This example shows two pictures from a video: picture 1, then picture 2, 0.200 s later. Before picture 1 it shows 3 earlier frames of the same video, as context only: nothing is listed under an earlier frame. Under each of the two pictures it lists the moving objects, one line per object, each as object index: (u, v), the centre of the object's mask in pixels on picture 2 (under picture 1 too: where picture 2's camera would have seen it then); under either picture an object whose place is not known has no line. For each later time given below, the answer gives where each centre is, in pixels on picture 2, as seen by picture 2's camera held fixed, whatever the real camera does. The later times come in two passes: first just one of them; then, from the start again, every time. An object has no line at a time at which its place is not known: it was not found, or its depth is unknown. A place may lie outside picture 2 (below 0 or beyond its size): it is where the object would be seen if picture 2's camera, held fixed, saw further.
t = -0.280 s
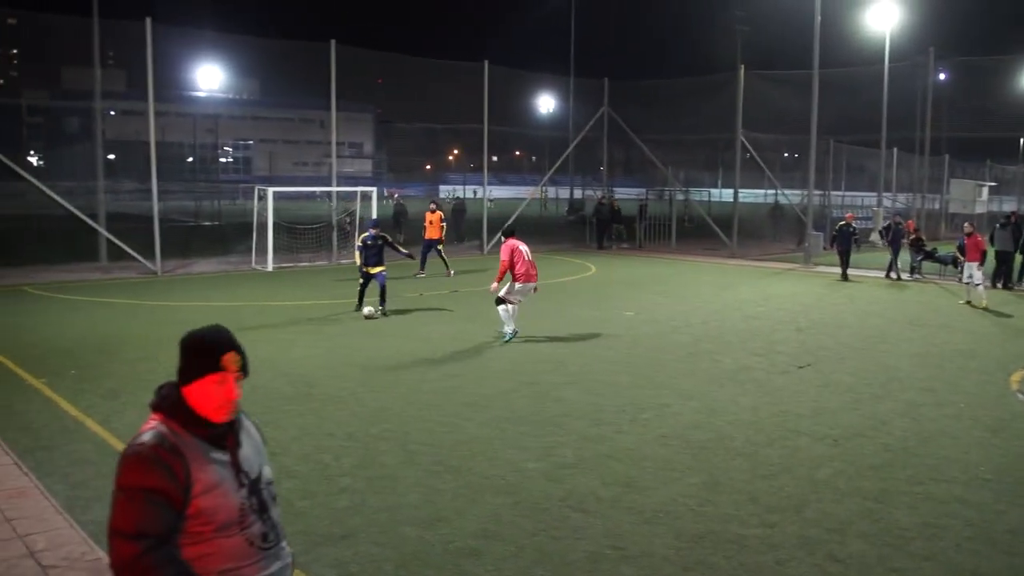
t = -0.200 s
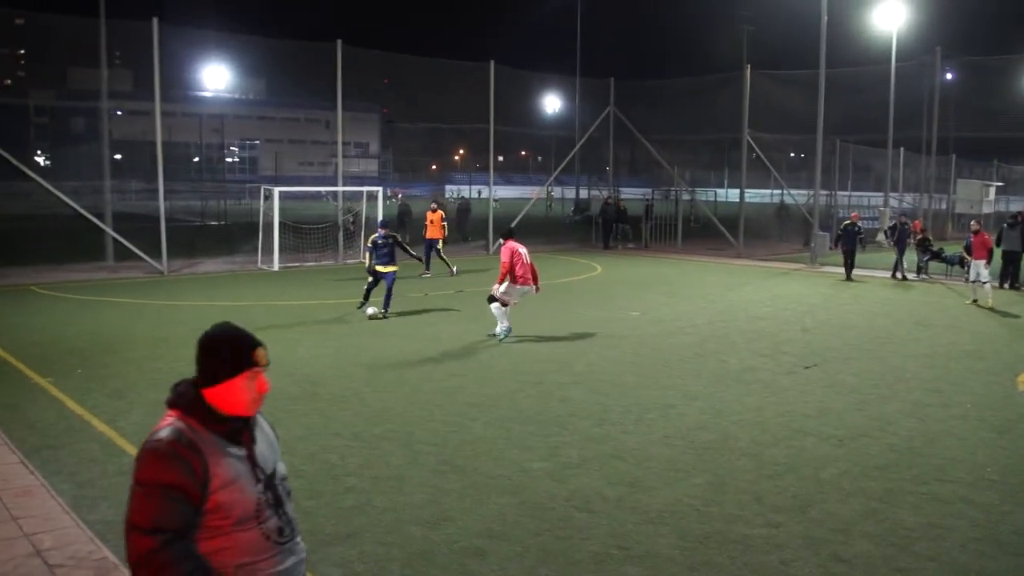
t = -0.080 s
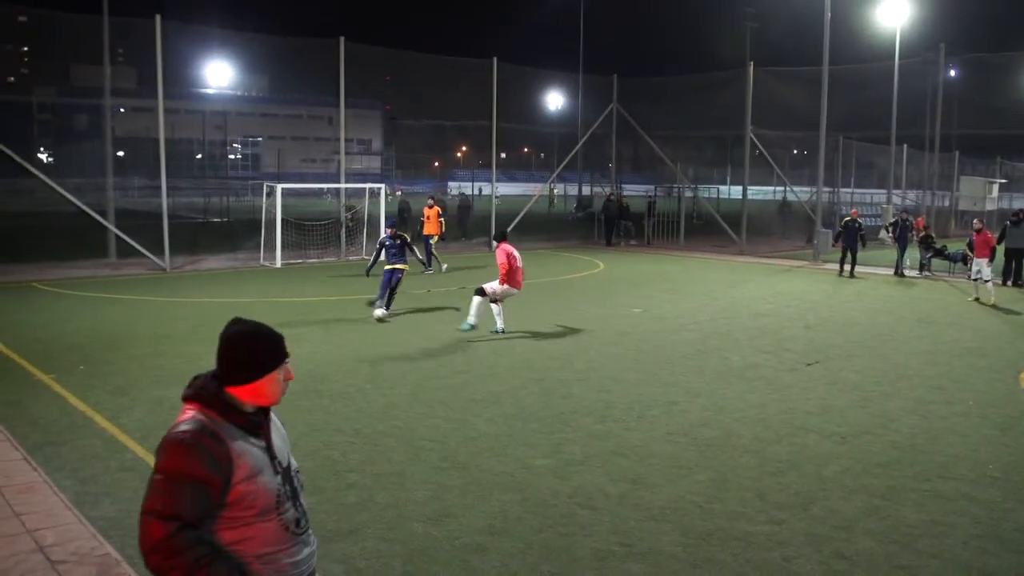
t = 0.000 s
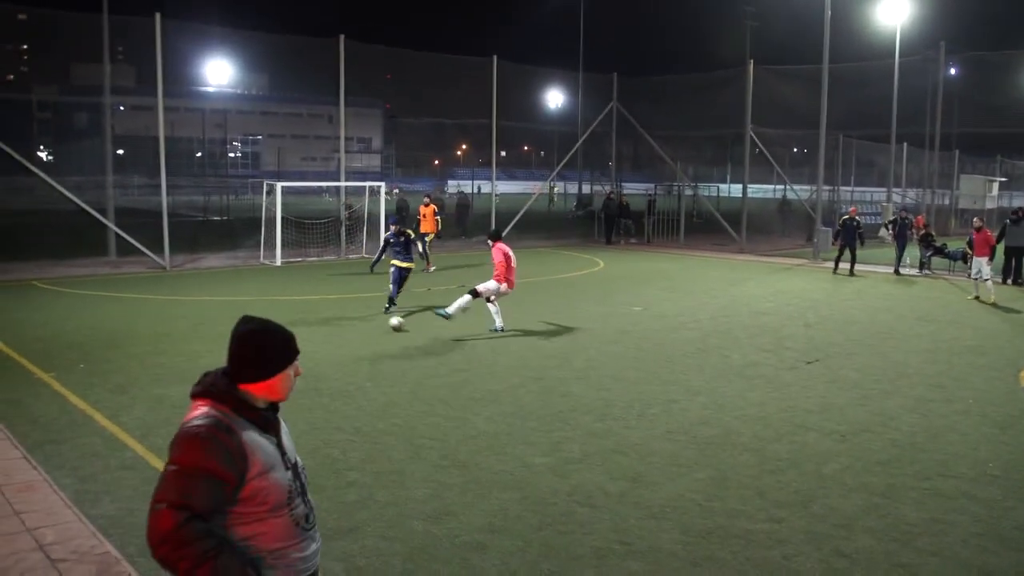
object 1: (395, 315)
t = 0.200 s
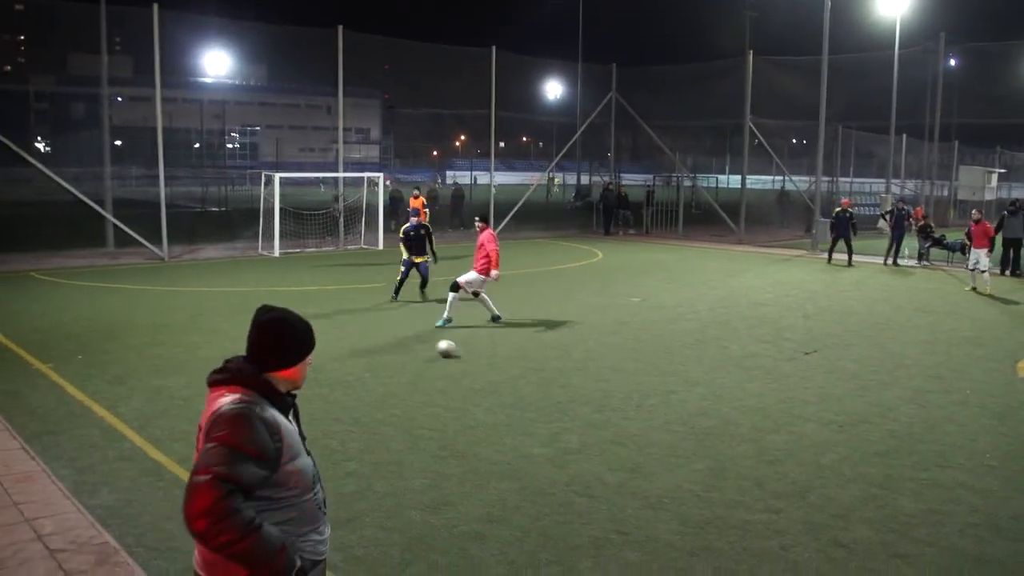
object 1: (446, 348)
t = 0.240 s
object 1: (458, 355)
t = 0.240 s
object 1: (458, 355)
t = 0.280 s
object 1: (471, 363)
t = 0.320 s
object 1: (486, 373)
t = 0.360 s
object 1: (500, 382)
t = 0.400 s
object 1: (516, 392)
